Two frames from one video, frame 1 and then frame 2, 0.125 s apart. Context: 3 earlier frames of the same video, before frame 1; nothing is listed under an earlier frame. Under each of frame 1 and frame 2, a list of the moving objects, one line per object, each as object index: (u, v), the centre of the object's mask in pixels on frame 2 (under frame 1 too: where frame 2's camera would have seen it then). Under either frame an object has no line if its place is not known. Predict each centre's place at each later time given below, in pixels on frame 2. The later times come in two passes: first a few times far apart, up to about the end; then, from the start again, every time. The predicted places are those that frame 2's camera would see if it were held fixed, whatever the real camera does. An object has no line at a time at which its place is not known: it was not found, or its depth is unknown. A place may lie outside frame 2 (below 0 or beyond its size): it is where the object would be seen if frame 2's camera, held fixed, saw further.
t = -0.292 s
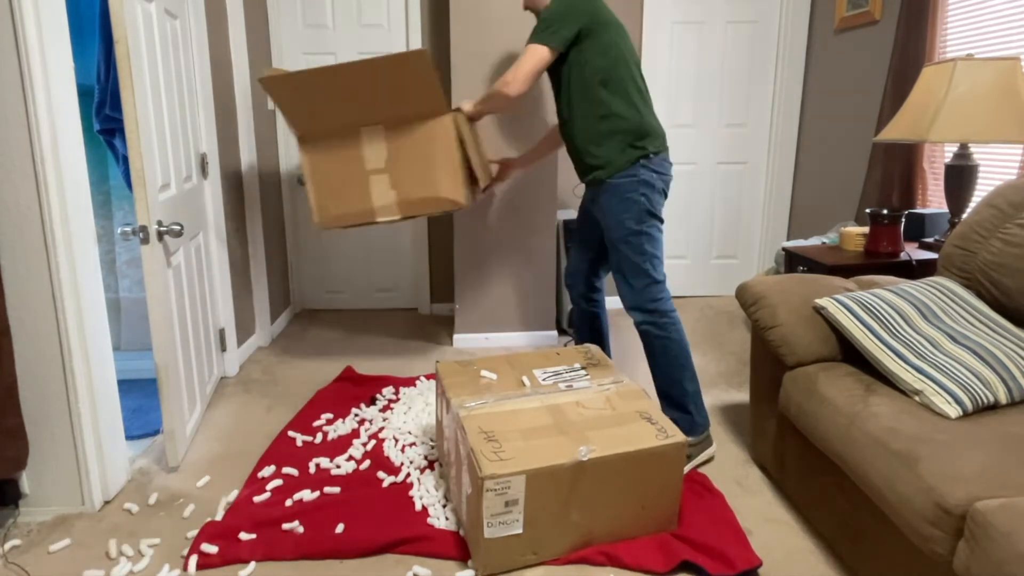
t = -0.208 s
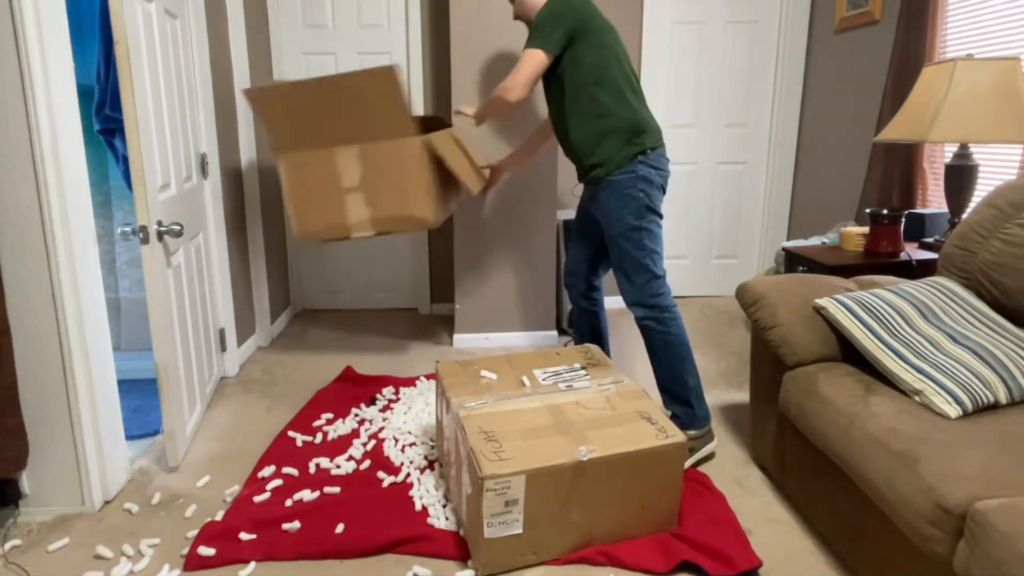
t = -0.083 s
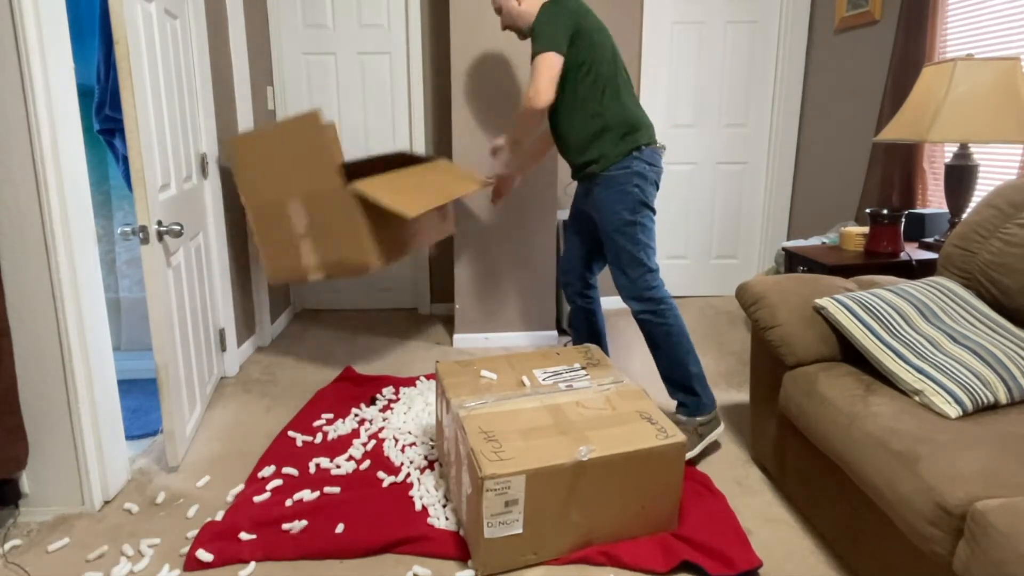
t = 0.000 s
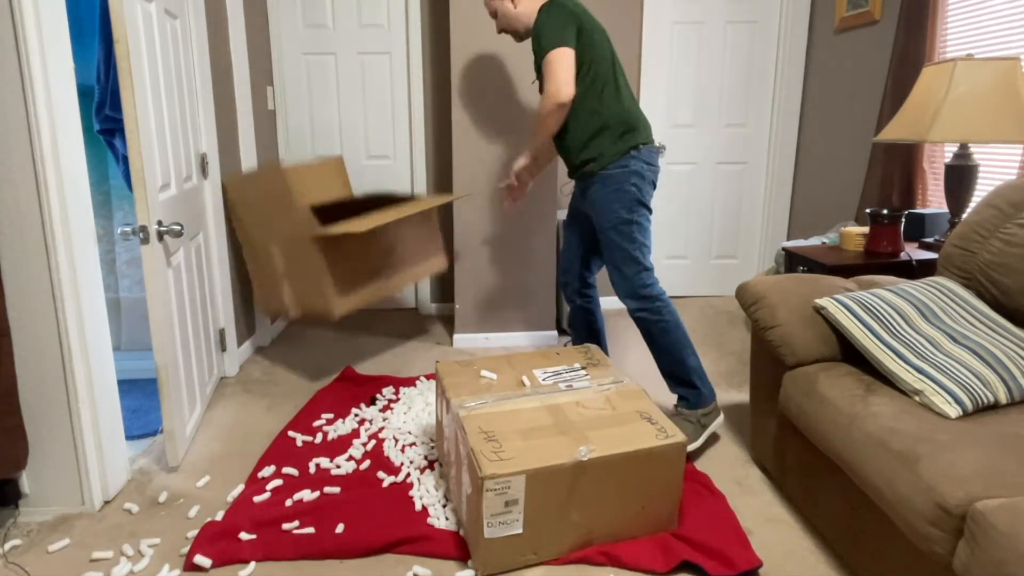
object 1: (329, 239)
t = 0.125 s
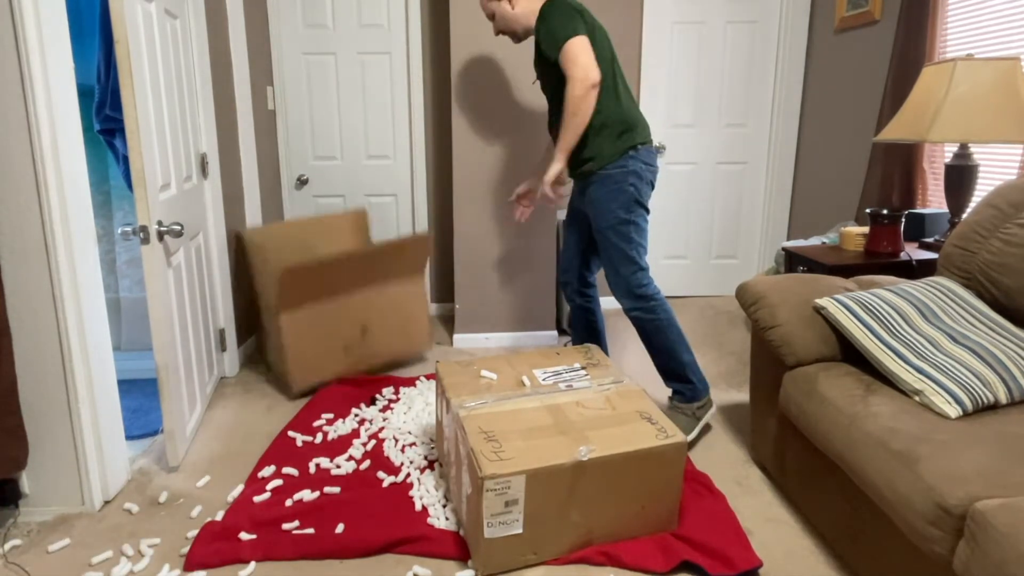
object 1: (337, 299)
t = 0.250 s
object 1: (338, 303)
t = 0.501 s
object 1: (341, 306)
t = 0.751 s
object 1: (341, 307)
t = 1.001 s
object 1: (341, 307)
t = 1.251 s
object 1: (341, 307)
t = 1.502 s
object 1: (341, 307)
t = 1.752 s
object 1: (342, 307)
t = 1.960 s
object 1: (342, 307)
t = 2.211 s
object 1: (342, 307)
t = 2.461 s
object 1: (341, 307)
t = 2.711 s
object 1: (341, 307)
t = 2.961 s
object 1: (341, 307)
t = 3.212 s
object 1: (342, 307)
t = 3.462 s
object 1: (342, 307)
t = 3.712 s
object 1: (341, 307)
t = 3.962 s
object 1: (342, 307)
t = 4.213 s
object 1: (342, 307)
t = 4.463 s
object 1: (341, 307)
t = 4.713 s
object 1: (342, 307)
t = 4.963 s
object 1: (342, 307)
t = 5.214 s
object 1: (342, 307)
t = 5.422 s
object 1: (342, 307)
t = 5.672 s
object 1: (342, 307)
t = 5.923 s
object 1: (342, 307)
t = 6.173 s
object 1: (342, 307)
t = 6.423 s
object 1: (341, 307)
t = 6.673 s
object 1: (342, 307)
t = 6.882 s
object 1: (342, 307)
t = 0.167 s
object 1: (336, 302)
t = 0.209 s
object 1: (338, 303)
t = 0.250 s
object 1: (338, 303)
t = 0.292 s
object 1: (339, 304)
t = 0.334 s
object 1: (341, 306)
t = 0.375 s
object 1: (342, 306)
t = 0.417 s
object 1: (341, 307)
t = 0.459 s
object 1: (341, 306)
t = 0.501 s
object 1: (341, 306)
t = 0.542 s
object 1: (341, 307)
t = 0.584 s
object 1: (342, 307)
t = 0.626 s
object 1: (342, 307)
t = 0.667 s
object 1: (341, 307)
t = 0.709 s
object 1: (341, 307)
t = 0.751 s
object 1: (341, 307)
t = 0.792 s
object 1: (341, 307)
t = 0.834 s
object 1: (342, 307)
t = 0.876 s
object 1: (342, 307)
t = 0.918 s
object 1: (341, 307)
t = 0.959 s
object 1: (341, 307)
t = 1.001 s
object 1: (341, 307)
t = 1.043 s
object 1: (341, 307)
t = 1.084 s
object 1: (341, 307)
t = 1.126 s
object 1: (341, 307)
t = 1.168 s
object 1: (341, 307)
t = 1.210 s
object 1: (341, 307)
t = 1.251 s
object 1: (341, 307)
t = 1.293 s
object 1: (341, 307)
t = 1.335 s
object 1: (342, 307)
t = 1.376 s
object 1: (341, 307)
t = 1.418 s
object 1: (341, 307)
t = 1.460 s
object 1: (341, 307)
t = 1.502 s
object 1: (341, 307)
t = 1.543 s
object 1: (341, 307)
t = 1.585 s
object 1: (341, 307)
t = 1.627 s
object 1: (341, 307)
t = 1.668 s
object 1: (342, 307)
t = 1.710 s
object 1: (342, 307)
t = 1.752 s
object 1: (342, 307)
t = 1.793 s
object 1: (342, 307)
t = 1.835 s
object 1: (342, 307)
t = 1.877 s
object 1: (342, 307)
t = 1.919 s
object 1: (342, 307)
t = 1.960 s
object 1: (342, 307)
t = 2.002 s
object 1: (342, 307)
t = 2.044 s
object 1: (341, 307)
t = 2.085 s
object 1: (341, 307)
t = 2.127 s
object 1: (341, 307)
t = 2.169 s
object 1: (342, 307)
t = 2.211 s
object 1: (342, 307)
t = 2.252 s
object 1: (341, 307)
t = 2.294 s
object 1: (341, 307)
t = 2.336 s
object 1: (342, 307)
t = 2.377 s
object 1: (341, 307)
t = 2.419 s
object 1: (341, 307)
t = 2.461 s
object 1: (341, 307)
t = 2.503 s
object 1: (341, 307)
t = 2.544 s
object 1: (341, 307)
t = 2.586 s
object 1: (342, 307)
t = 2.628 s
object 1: (341, 307)
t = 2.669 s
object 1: (341, 307)
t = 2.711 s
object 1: (341, 307)
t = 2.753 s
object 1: (341, 307)
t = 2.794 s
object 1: (341, 307)
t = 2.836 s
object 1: (341, 307)
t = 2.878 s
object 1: (341, 307)
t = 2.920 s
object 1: (341, 307)
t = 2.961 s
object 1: (341, 307)
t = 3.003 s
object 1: (341, 307)
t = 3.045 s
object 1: (341, 307)
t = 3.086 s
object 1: (341, 307)
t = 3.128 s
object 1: (341, 307)
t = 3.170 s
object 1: (342, 307)
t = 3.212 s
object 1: (342, 307)
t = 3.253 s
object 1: (342, 307)
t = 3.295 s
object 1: (342, 307)
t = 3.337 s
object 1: (341, 307)
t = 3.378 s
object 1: (342, 307)
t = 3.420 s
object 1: (342, 307)
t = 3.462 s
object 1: (342, 307)
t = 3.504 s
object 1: (341, 307)
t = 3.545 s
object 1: (341, 307)
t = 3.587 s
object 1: (341, 307)
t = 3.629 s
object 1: (341, 307)
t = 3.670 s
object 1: (341, 307)
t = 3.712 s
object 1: (341, 307)
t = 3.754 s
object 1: (341, 307)
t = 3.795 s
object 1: (342, 307)
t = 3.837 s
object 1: (342, 307)
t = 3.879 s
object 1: (342, 307)
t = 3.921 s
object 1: (342, 307)
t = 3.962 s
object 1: (342, 307)
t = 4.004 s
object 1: (342, 307)
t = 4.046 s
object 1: (342, 307)
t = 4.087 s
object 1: (342, 307)
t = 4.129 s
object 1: (342, 307)
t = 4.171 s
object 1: (342, 307)
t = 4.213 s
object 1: (342, 307)
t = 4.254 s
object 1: (342, 307)
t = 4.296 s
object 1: (341, 307)
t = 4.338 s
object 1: (341, 307)
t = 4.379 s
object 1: (341, 307)
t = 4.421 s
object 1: (341, 307)
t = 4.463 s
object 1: (341, 307)
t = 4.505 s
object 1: (341, 307)
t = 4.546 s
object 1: (341, 307)
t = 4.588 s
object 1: (341, 307)
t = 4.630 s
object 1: (342, 307)
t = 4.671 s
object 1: (342, 307)
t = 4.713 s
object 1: (342, 307)
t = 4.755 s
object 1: (342, 307)
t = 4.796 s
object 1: (342, 307)
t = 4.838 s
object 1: (342, 307)
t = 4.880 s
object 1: (342, 307)
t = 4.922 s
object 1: (342, 307)
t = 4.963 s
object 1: (342, 307)
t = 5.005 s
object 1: (342, 307)
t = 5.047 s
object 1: (342, 307)
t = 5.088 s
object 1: (342, 307)
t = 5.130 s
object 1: (342, 307)
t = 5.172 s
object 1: (342, 307)
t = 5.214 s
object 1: (342, 307)
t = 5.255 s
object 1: (342, 307)
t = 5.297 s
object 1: (342, 307)
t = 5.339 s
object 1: (342, 307)
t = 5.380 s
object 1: (342, 307)
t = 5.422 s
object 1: (342, 307)
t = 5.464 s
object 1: (342, 307)
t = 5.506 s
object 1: (342, 307)
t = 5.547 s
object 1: (342, 307)
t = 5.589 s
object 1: (342, 307)
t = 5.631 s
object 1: (342, 307)
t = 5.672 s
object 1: (342, 307)
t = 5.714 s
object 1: (342, 307)
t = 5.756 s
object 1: (342, 307)
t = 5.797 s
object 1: (342, 307)
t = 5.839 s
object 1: (342, 307)
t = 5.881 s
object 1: (342, 307)
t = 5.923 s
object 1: (342, 307)
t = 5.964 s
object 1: (342, 307)
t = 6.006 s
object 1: (342, 307)
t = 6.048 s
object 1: (342, 307)
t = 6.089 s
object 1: (342, 307)
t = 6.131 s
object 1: (342, 307)
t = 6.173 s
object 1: (342, 307)
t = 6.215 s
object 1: (342, 307)
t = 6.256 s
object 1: (342, 307)
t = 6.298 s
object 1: (342, 307)
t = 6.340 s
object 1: (341, 307)
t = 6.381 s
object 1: (341, 307)
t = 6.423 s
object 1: (341, 307)
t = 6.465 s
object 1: (341, 307)
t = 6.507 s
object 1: (341, 307)
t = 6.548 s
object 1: (342, 307)
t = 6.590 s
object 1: (342, 307)
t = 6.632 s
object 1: (342, 307)
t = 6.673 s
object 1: (342, 307)
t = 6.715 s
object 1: (342, 307)
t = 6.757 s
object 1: (342, 307)
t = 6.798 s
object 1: (342, 307)
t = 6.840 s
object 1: (342, 307)
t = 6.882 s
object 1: (342, 307)
